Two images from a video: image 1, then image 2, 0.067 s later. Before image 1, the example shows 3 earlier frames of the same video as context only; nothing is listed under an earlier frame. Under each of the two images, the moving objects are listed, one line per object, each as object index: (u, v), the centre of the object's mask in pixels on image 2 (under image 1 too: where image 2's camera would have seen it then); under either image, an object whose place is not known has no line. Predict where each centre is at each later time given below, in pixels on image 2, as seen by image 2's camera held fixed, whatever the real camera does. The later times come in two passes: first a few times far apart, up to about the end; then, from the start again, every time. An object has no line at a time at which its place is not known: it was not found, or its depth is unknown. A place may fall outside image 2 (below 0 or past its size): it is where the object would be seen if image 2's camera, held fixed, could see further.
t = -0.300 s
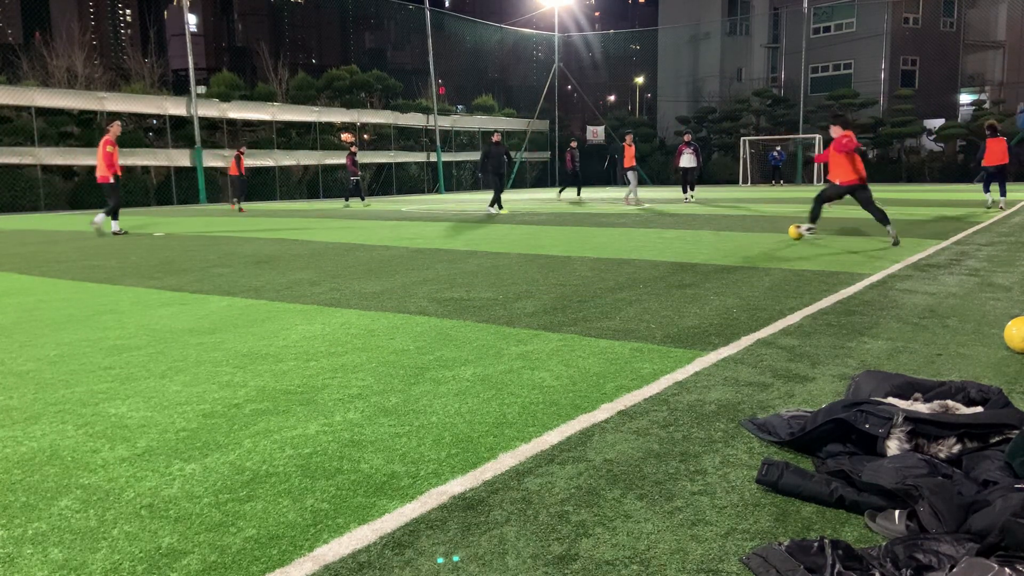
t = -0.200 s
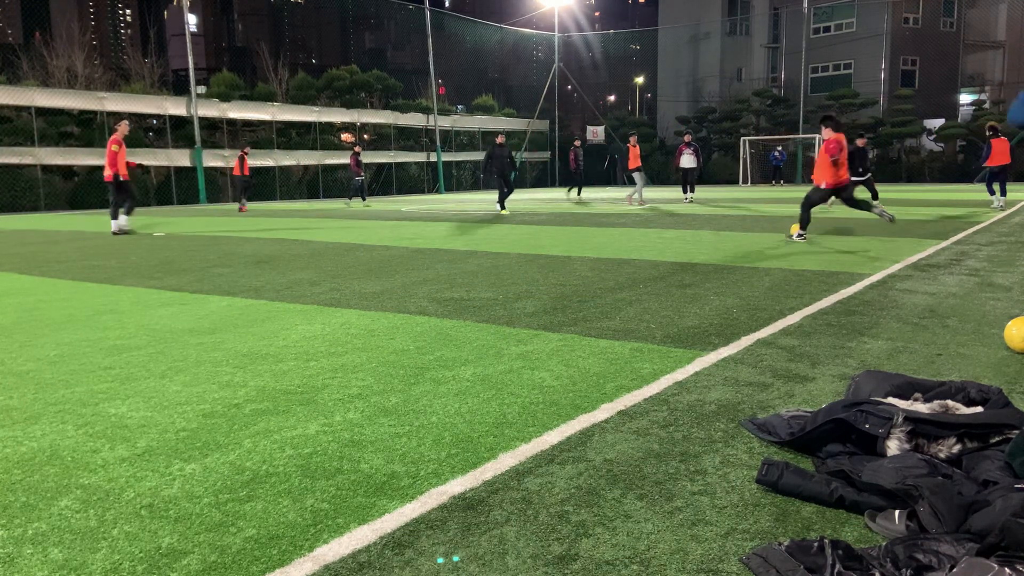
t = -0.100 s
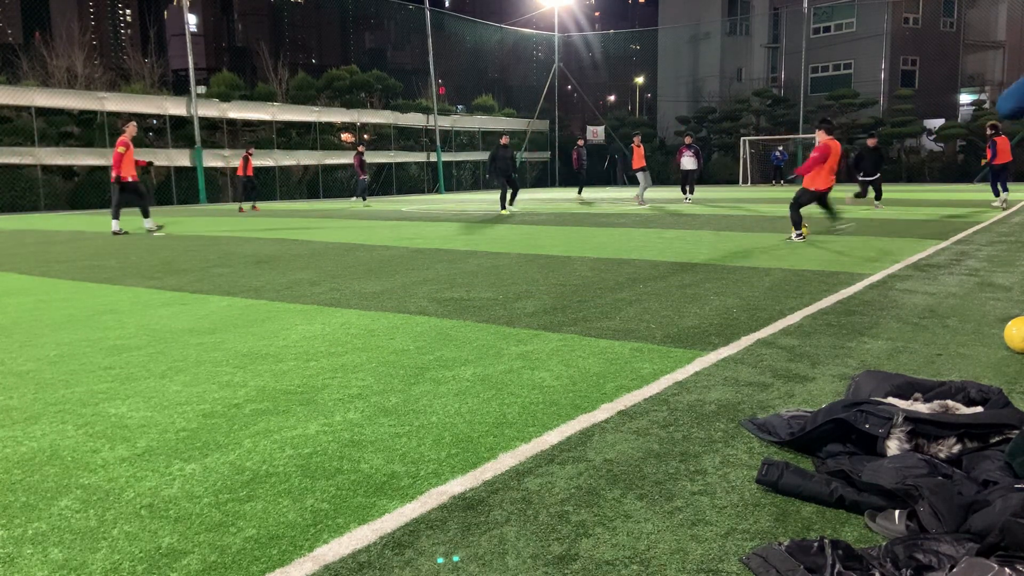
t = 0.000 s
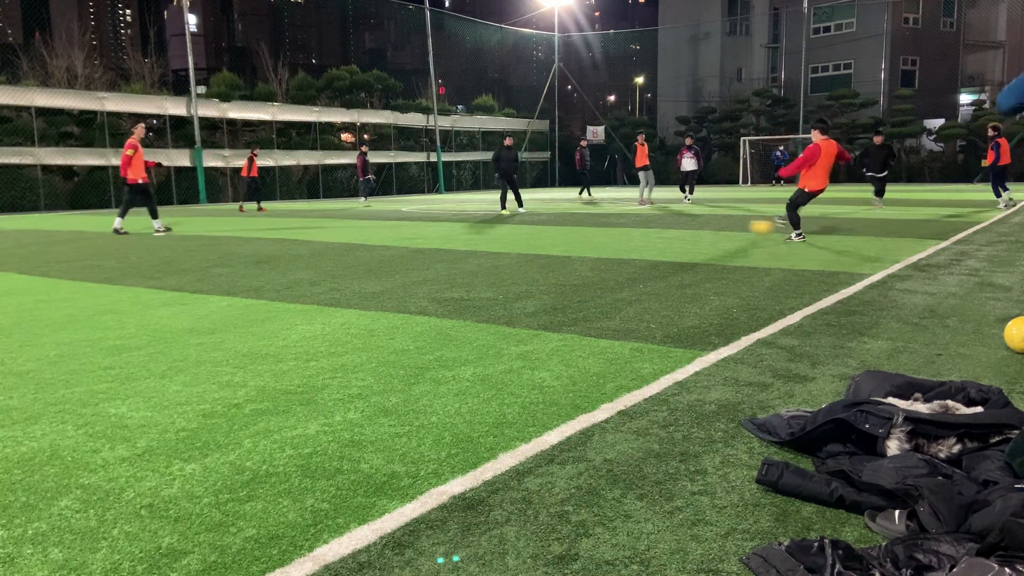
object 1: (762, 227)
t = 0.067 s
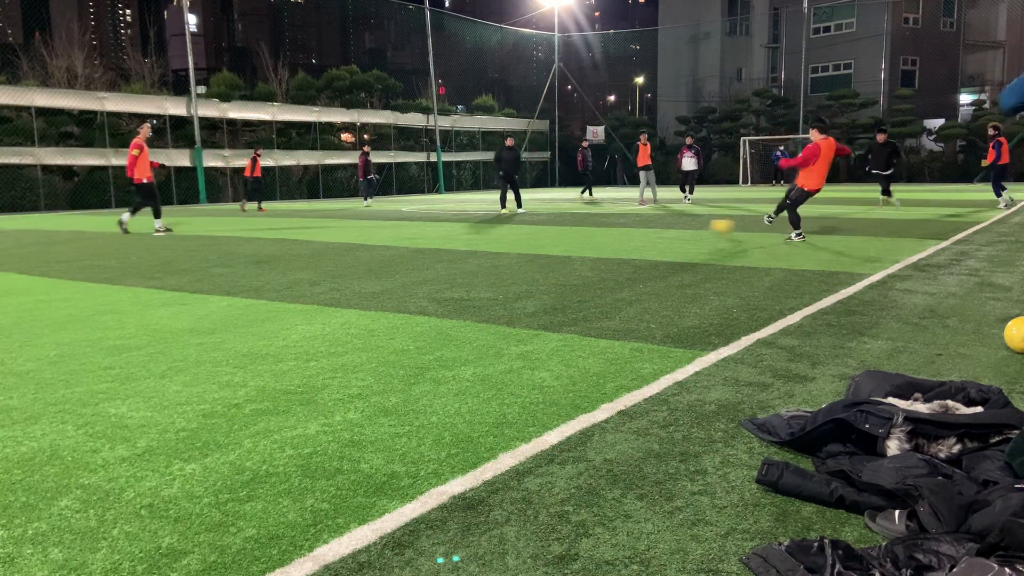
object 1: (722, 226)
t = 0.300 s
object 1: (601, 227)
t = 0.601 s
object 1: (488, 224)
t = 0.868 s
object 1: (406, 224)
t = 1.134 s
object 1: (331, 223)
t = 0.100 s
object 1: (702, 226)
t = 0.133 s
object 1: (683, 228)
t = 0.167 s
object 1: (665, 226)
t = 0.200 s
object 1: (648, 225)
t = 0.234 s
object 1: (632, 225)
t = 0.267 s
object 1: (617, 226)
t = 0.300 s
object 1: (601, 227)
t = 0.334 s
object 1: (586, 226)
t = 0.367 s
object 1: (573, 225)
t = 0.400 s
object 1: (559, 225)
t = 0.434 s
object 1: (546, 225)
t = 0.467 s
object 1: (534, 226)
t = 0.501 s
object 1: (521, 227)
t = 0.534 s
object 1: (510, 225)
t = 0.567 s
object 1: (499, 224)
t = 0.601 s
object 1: (488, 224)
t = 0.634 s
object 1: (477, 224)
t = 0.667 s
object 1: (467, 226)
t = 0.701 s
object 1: (456, 224)
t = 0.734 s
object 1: (446, 223)
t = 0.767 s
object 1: (436, 223)
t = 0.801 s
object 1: (426, 224)
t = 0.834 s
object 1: (416, 225)
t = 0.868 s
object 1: (406, 224)
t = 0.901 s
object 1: (396, 224)
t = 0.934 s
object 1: (386, 224)
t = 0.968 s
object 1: (377, 224)
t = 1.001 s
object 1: (367, 224)
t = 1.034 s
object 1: (358, 223)
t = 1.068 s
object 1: (349, 223)
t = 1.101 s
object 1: (340, 223)
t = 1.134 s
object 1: (331, 223)
